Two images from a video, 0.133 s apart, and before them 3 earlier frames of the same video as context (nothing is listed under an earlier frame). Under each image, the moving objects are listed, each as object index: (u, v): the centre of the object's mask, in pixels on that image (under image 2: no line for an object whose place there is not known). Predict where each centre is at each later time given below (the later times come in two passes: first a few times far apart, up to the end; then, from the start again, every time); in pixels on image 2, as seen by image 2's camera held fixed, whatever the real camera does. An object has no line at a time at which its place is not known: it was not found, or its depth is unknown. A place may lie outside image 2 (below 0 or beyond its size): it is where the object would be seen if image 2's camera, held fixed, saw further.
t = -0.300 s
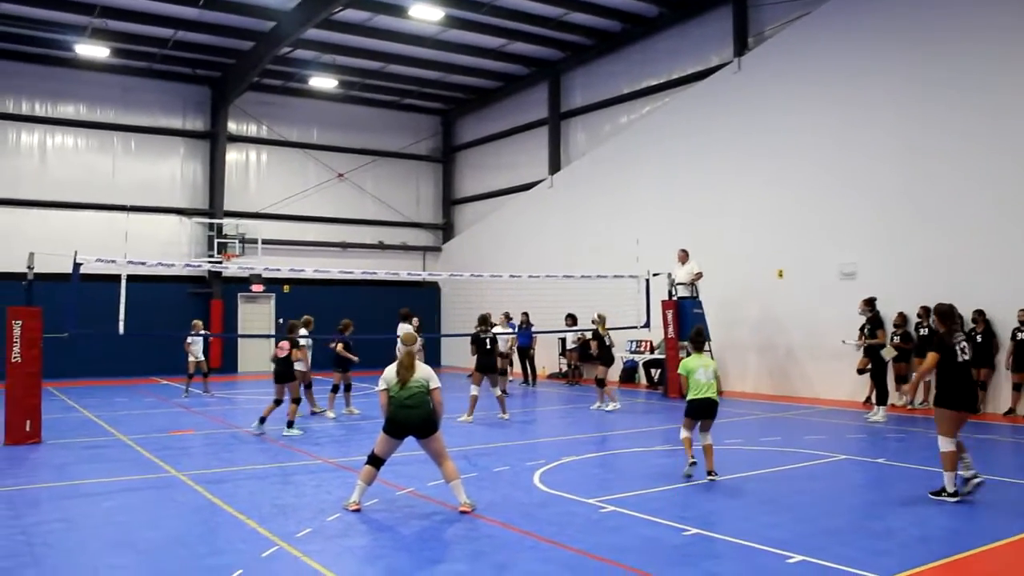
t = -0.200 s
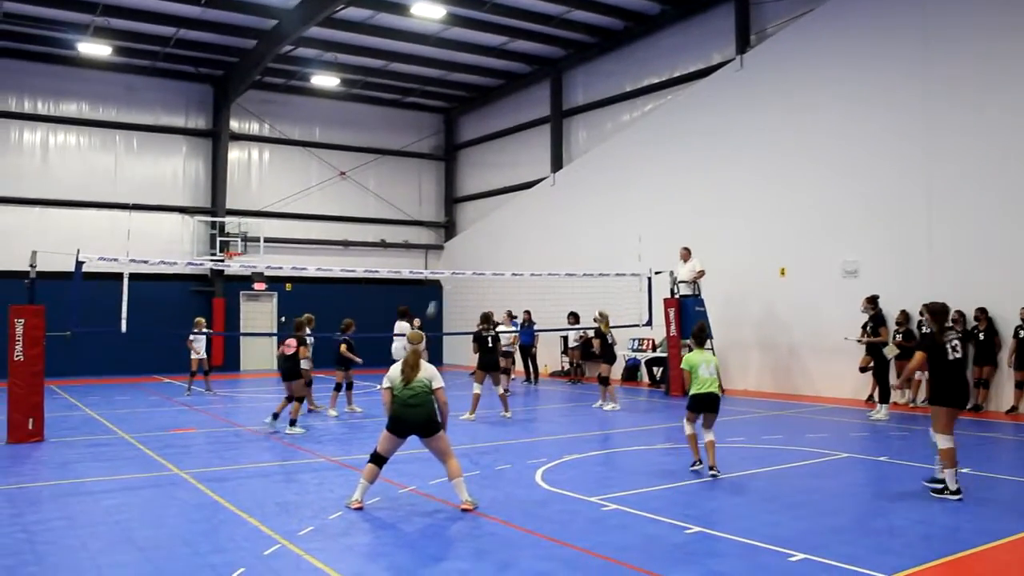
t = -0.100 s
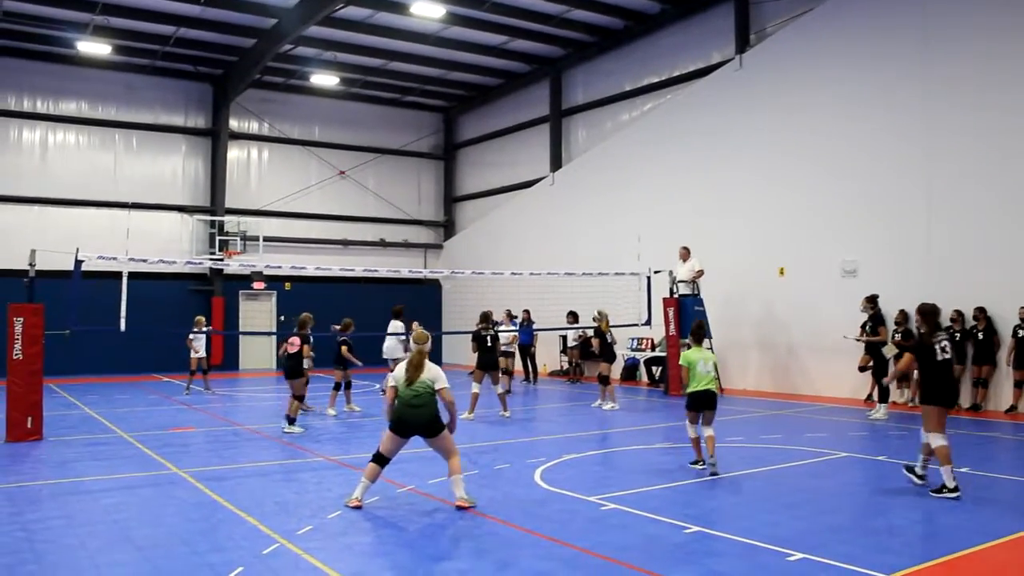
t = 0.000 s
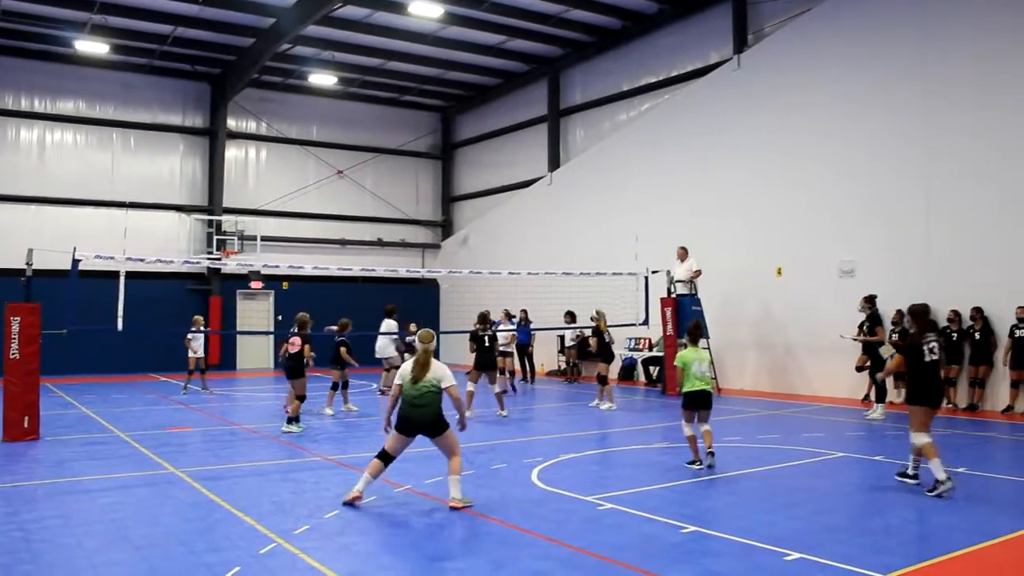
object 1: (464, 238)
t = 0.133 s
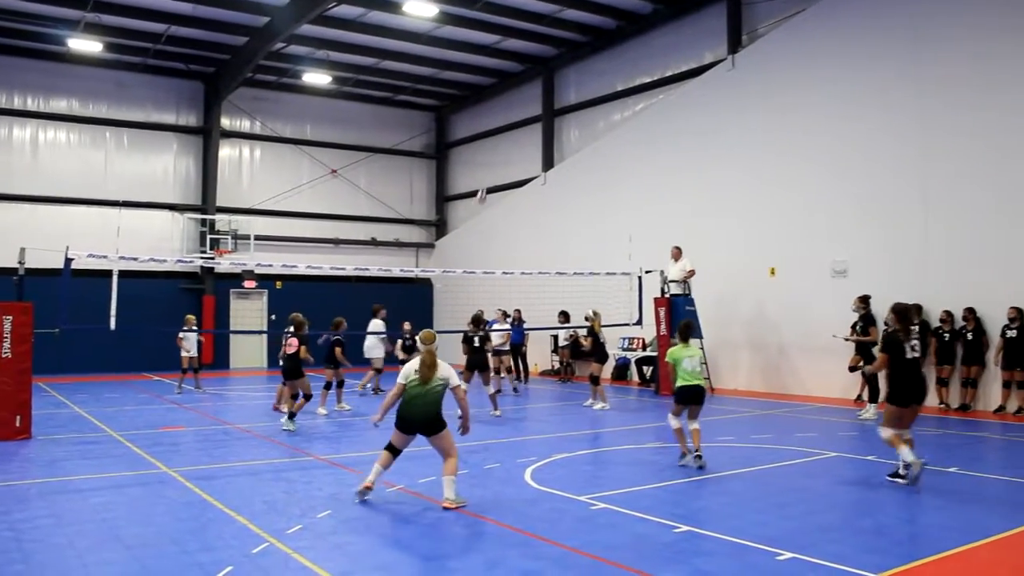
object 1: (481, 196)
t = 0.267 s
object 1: (507, 162)
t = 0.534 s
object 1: (565, 117)
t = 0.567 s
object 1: (572, 115)
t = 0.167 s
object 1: (488, 187)
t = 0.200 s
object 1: (494, 179)
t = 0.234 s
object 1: (501, 170)
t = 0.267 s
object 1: (507, 162)
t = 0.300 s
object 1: (513, 156)
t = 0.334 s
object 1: (520, 148)
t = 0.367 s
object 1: (528, 141)
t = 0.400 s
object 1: (535, 136)
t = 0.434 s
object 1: (542, 131)
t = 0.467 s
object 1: (548, 125)
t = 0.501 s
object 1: (556, 121)
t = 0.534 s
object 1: (565, 117)
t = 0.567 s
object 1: (572, 115)
